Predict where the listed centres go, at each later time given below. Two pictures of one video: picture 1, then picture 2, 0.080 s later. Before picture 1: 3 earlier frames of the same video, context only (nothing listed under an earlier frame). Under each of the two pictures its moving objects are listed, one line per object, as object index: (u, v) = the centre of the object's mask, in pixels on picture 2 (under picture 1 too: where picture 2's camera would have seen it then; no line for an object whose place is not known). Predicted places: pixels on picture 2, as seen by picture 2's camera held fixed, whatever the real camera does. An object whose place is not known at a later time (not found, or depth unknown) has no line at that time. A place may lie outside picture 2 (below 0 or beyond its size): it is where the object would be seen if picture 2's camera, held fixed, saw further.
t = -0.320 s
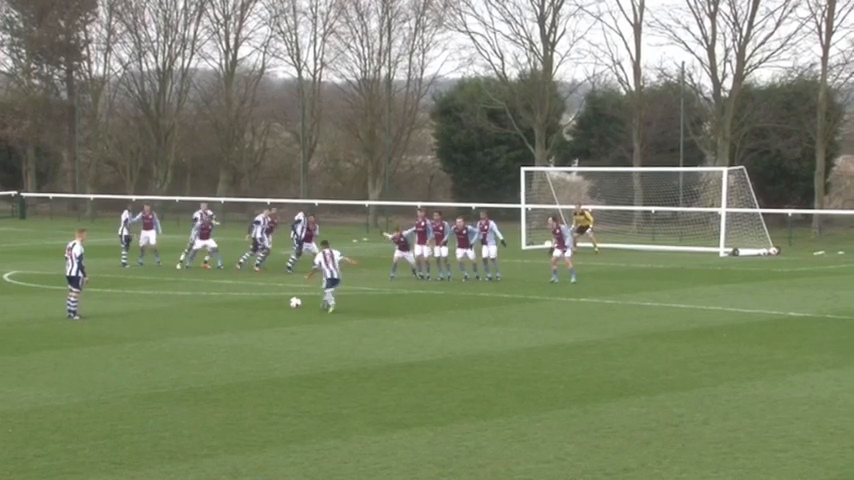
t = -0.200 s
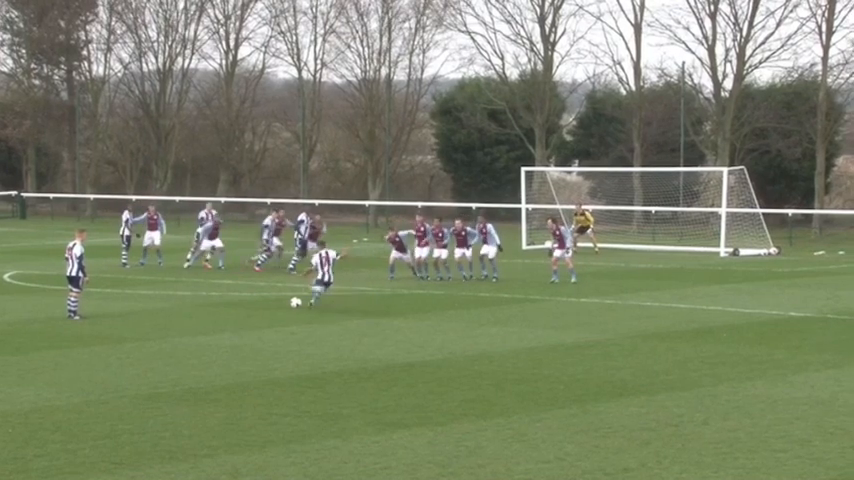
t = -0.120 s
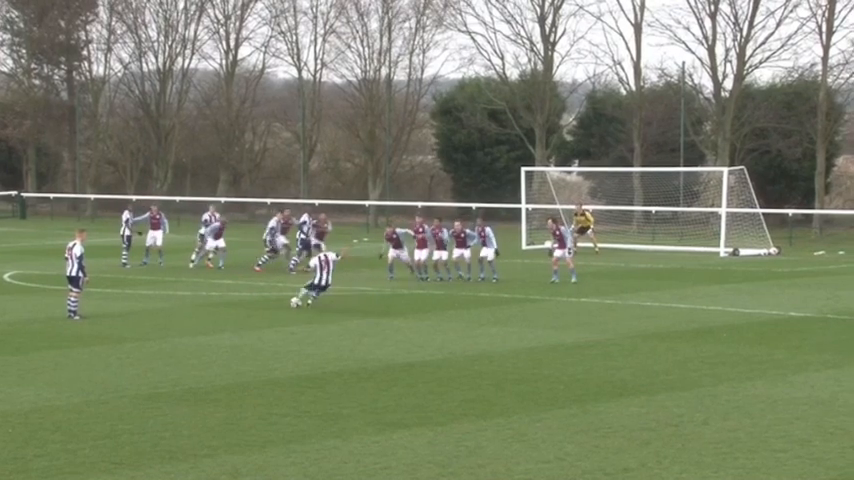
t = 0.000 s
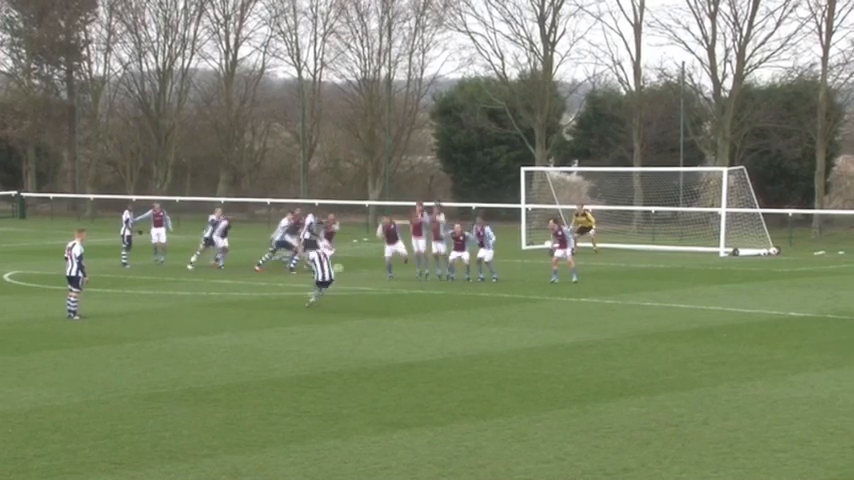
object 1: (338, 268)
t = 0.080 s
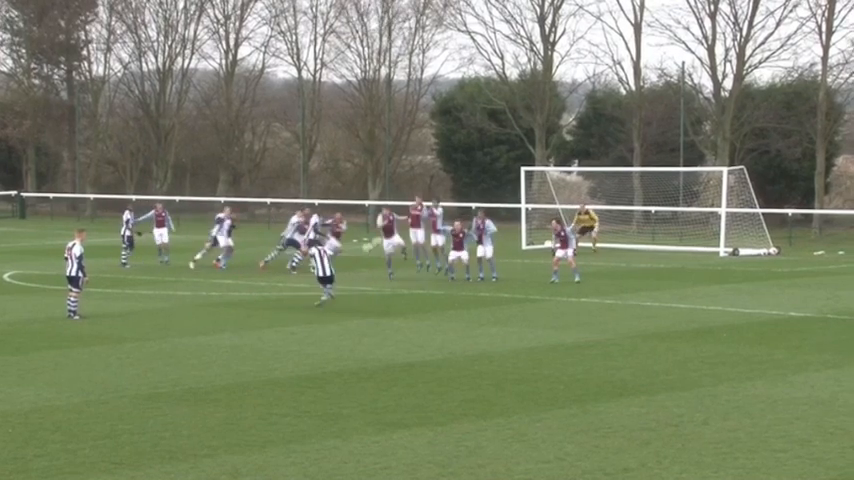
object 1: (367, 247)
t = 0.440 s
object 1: (528, 175)
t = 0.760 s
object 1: (646, 172)
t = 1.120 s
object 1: (730, 216)
